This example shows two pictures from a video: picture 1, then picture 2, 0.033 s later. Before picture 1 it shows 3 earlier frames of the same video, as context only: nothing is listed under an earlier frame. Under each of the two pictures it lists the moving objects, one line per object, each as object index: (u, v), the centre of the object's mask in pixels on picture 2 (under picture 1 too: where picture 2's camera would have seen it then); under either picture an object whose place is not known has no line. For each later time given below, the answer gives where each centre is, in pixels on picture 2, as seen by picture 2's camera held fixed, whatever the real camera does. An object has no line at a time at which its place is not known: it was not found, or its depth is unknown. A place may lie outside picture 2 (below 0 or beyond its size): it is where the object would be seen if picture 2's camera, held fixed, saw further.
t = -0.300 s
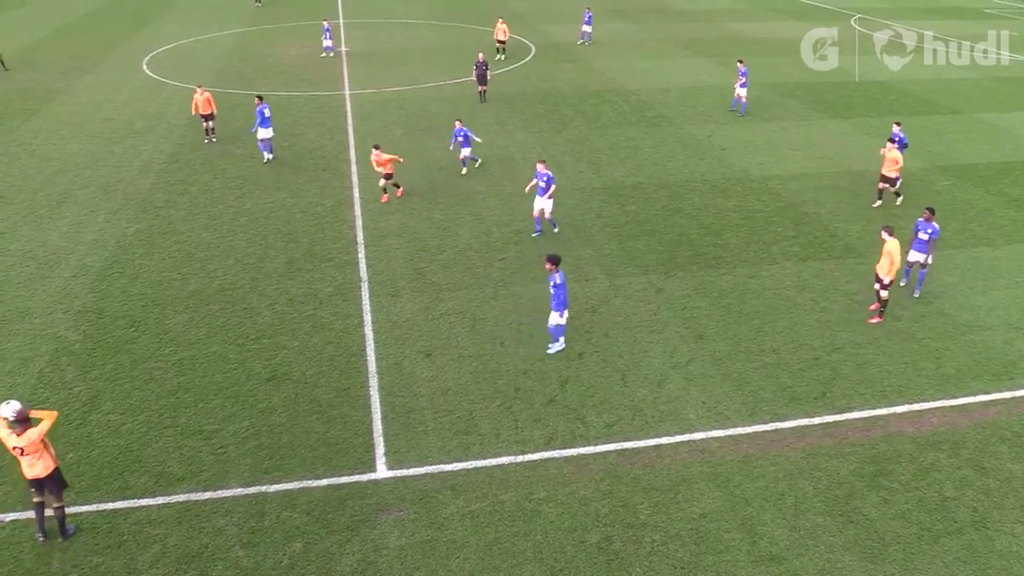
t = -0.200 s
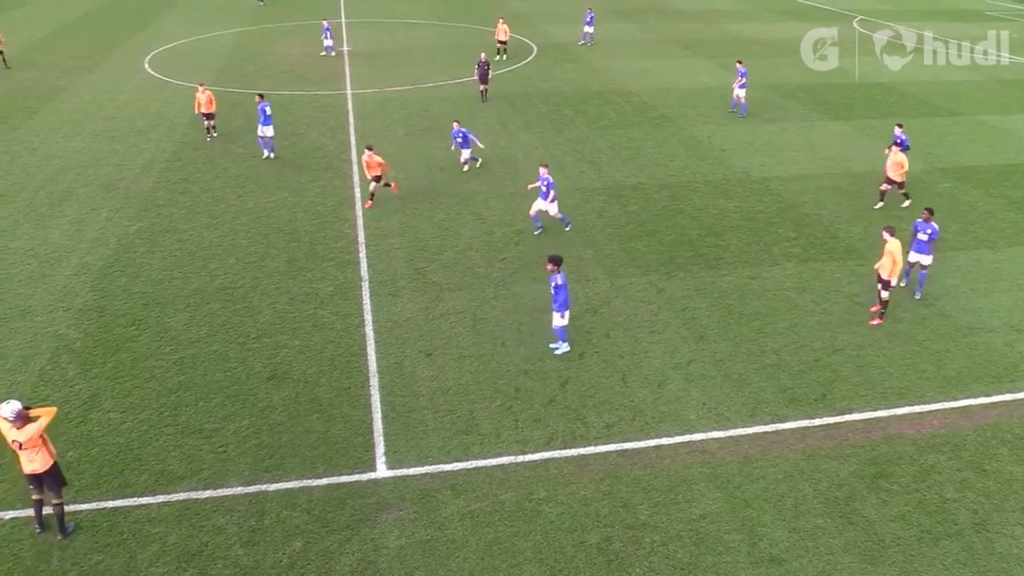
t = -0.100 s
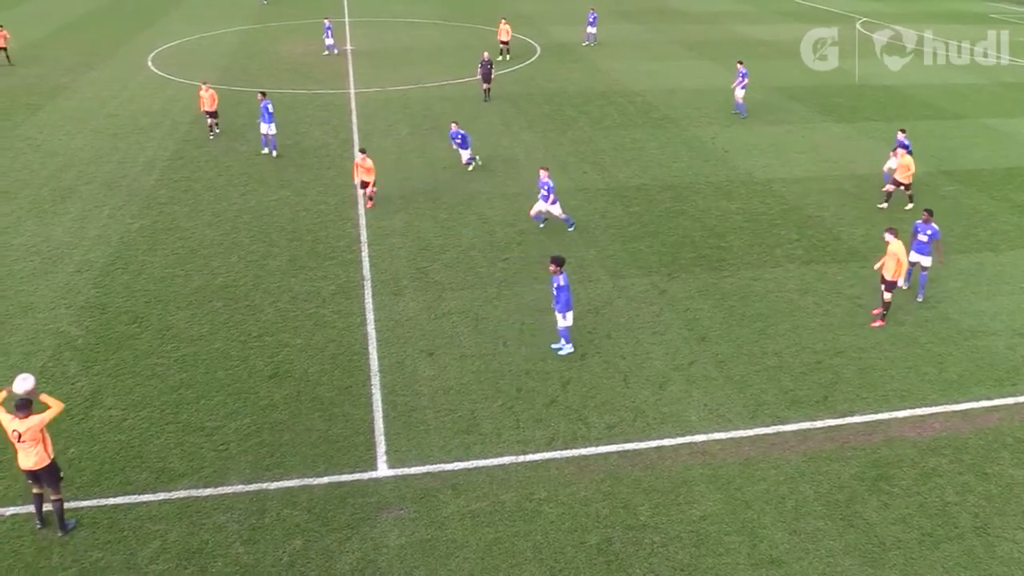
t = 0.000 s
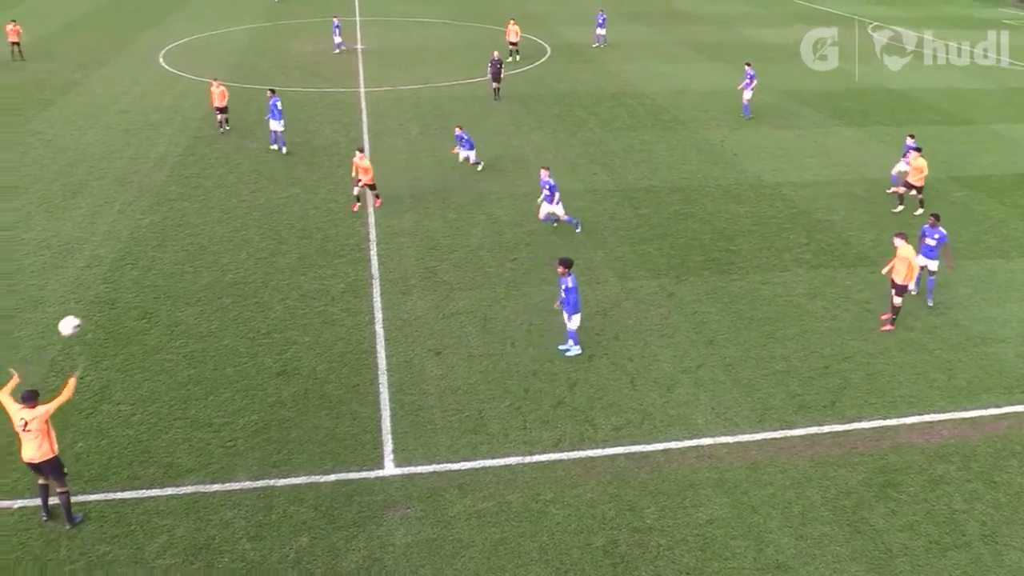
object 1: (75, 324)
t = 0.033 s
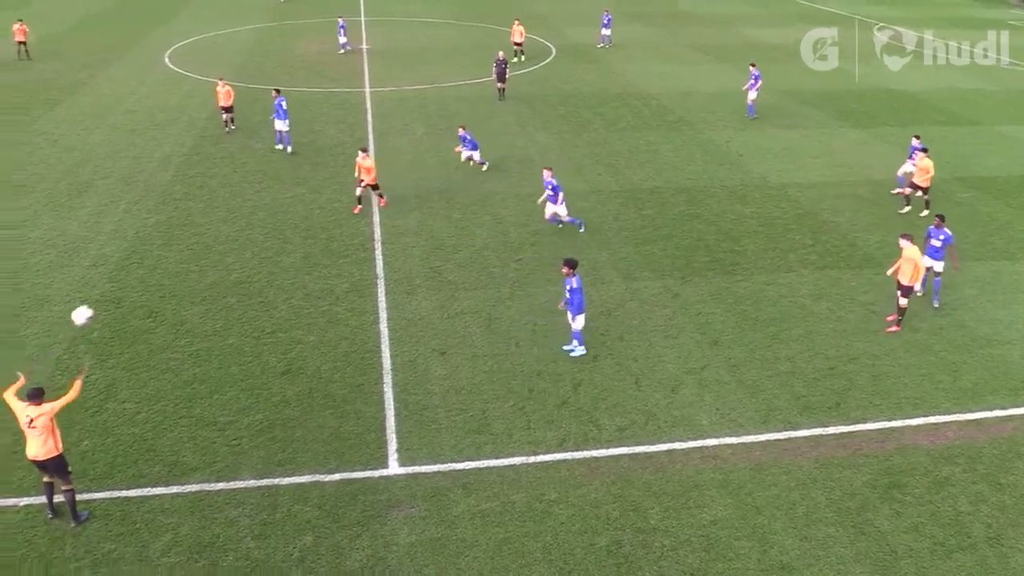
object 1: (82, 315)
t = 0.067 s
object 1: (96, 299)
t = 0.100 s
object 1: (109, 285)
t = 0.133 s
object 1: (116, 278)
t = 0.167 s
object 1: (129, 267)
